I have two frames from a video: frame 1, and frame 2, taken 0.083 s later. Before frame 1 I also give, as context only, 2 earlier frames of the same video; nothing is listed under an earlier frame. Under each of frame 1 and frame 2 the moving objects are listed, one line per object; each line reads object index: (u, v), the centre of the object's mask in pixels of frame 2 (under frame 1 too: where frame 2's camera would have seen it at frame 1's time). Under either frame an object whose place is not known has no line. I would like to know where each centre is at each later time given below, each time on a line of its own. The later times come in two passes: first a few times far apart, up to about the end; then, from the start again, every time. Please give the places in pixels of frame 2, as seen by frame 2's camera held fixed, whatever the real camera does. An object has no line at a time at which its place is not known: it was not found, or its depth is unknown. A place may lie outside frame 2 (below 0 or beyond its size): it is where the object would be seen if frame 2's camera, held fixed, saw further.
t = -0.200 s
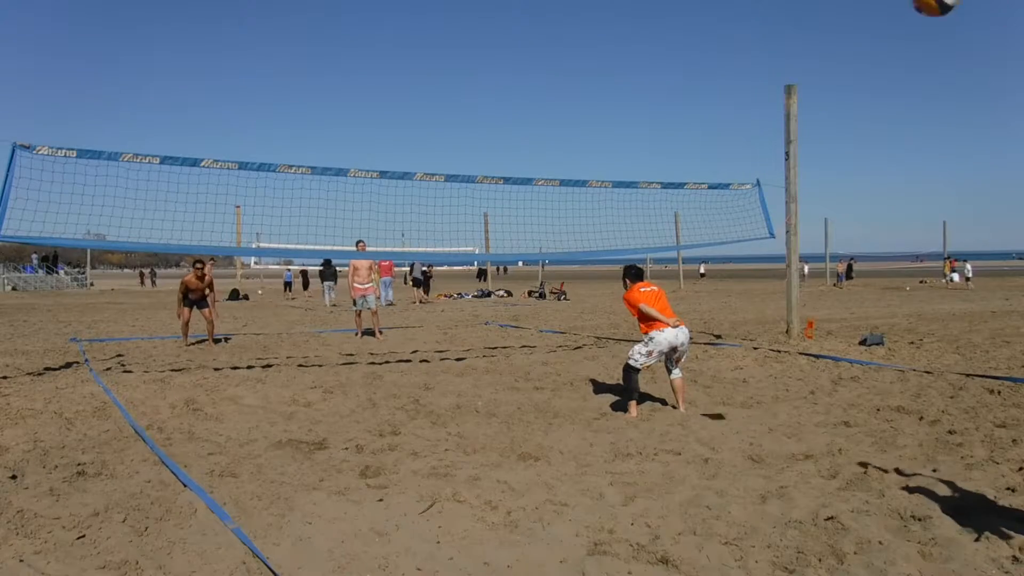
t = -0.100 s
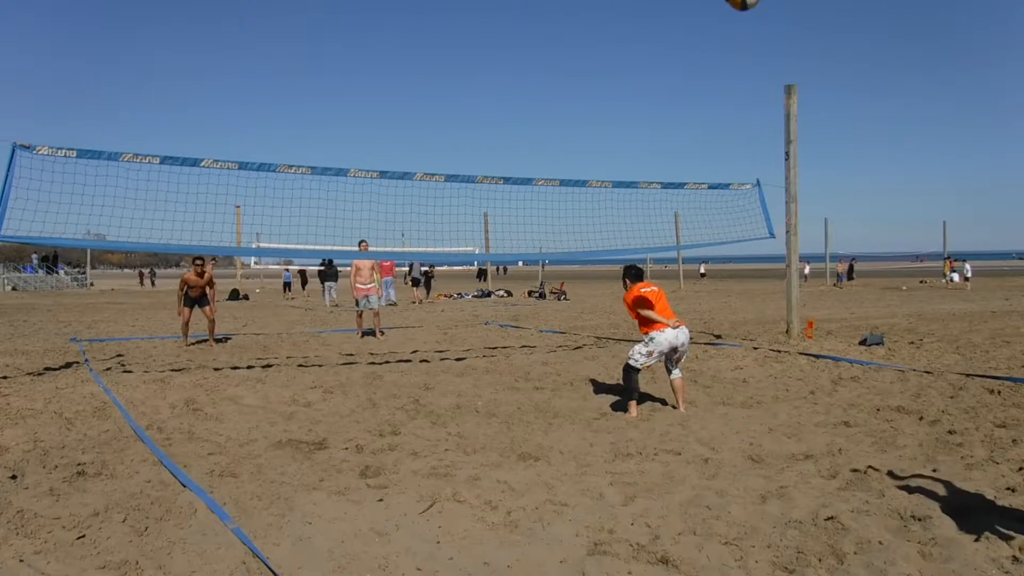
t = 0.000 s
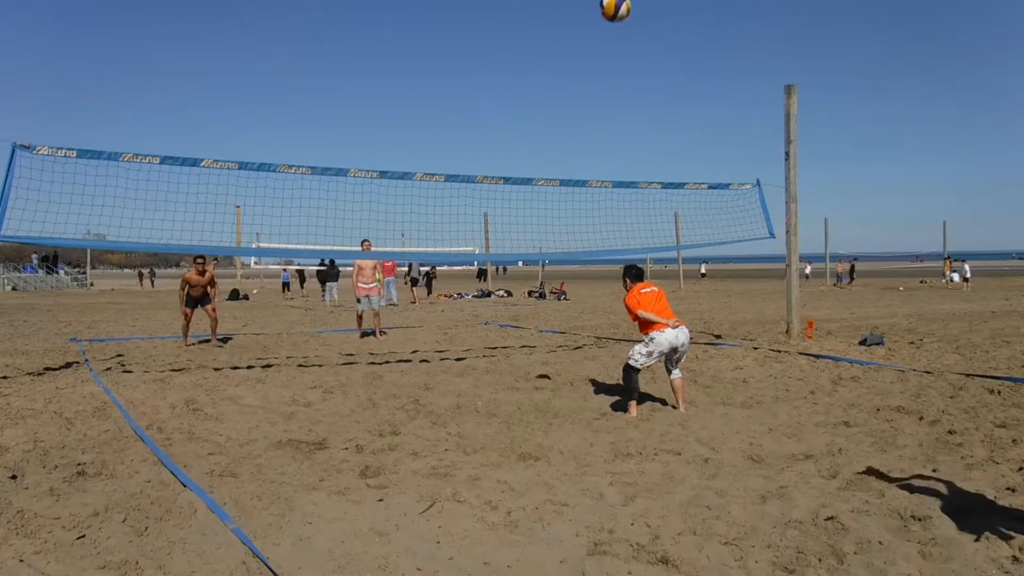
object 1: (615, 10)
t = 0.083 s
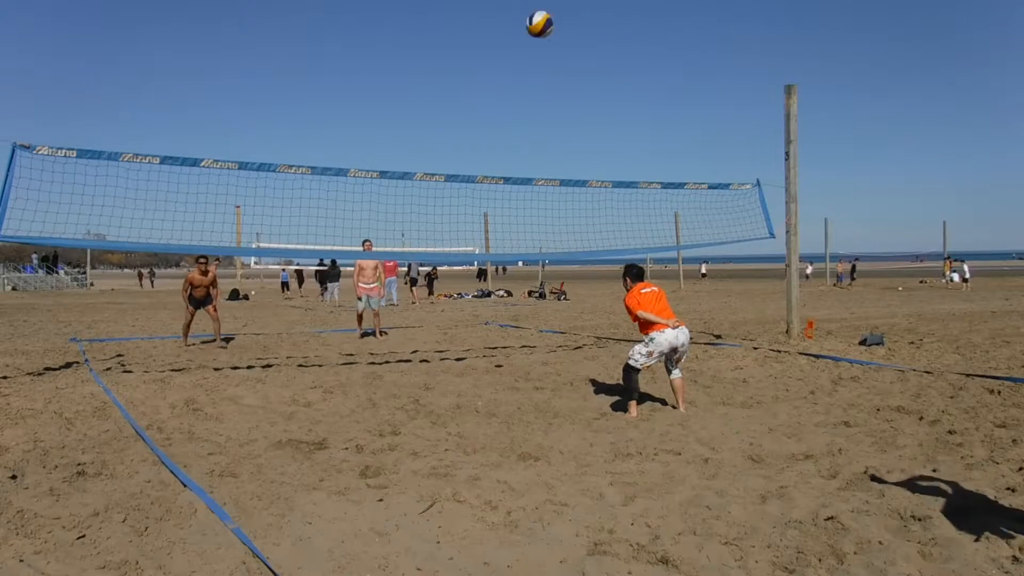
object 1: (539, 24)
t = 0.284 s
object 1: (416, 80)
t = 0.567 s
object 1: (312, 179)
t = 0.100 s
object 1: (526, 28)
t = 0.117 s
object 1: (514, 32)
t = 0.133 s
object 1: (503, 37)
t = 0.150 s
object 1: (492, 41)
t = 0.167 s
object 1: (481, 46)
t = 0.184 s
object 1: (471, 50)
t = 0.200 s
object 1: (461, 55)
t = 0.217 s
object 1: (452, 60)
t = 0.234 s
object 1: (443, 64)
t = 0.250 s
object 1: (433, 69)
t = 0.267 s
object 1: (425, 75)
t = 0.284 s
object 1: (416, 80)
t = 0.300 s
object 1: (409, 85)
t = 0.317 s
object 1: (401, 90)
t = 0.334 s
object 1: (394, 96)
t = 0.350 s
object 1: (386, 101)
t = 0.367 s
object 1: (379, 107)
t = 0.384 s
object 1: (373, 113)
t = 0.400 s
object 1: (366, 118)
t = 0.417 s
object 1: (360, 124)
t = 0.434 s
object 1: (354, 130)
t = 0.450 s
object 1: (347, 135)
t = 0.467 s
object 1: (342, 141)
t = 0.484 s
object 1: (337, 147)
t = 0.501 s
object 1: (331, 153)
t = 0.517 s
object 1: (326, 159)
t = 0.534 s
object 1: (322, 162)
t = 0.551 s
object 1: (316, 171)
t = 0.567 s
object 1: (312, 179)
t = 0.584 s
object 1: (308, 183)
